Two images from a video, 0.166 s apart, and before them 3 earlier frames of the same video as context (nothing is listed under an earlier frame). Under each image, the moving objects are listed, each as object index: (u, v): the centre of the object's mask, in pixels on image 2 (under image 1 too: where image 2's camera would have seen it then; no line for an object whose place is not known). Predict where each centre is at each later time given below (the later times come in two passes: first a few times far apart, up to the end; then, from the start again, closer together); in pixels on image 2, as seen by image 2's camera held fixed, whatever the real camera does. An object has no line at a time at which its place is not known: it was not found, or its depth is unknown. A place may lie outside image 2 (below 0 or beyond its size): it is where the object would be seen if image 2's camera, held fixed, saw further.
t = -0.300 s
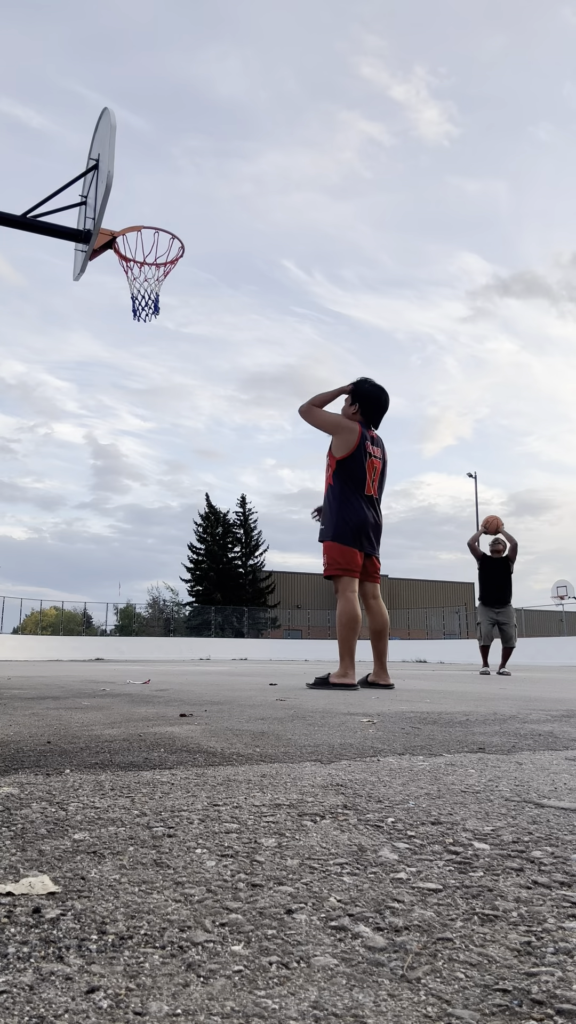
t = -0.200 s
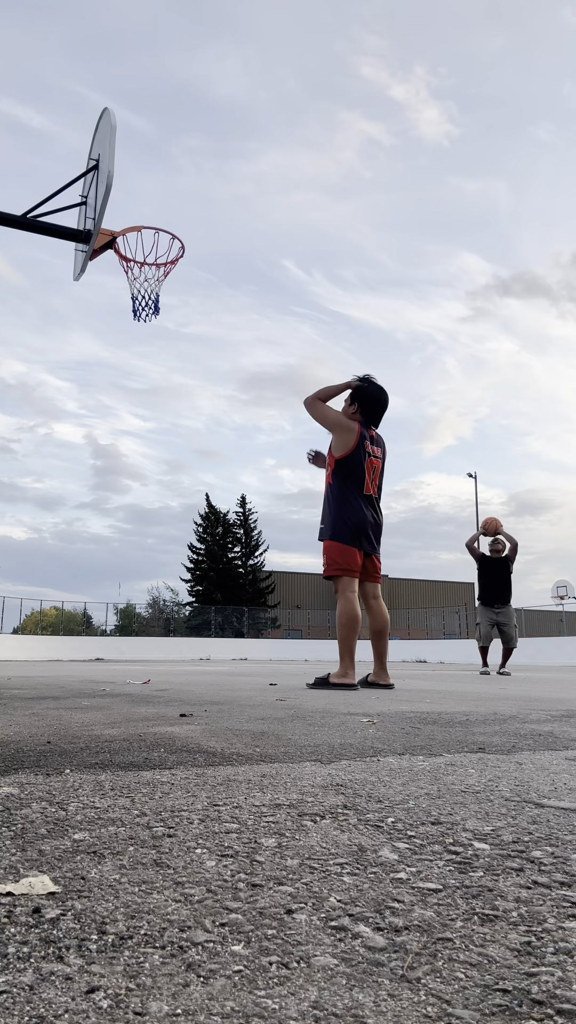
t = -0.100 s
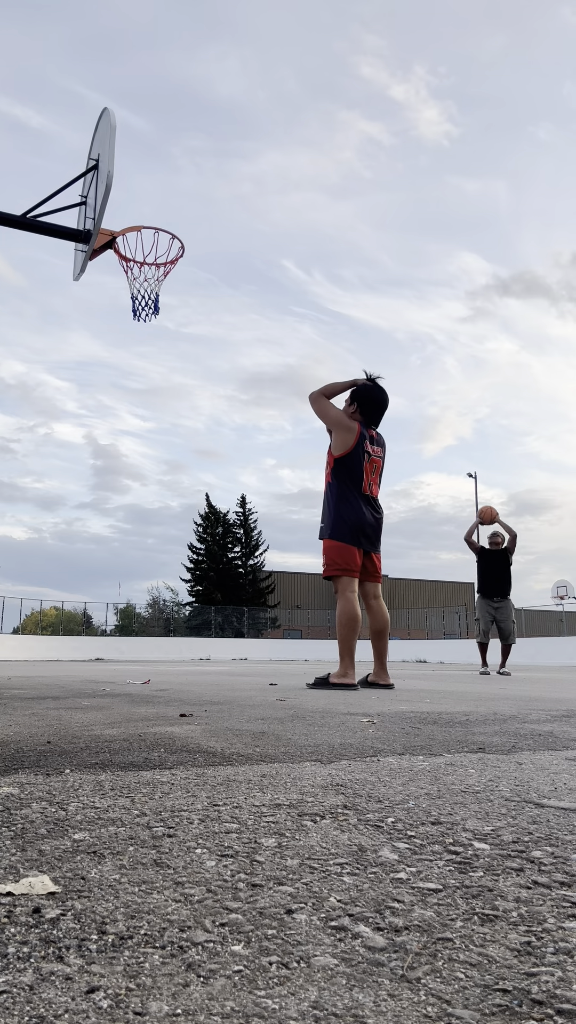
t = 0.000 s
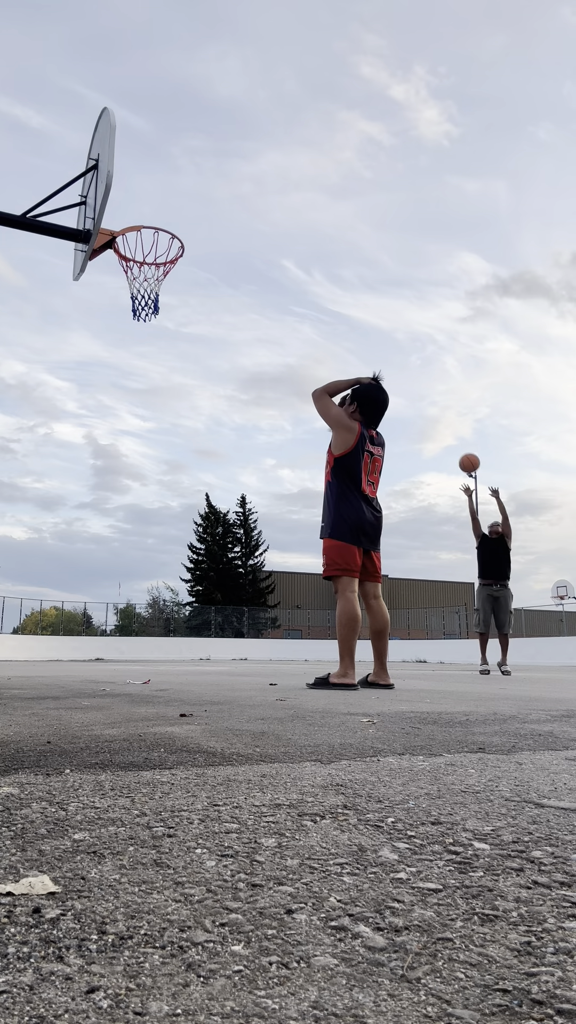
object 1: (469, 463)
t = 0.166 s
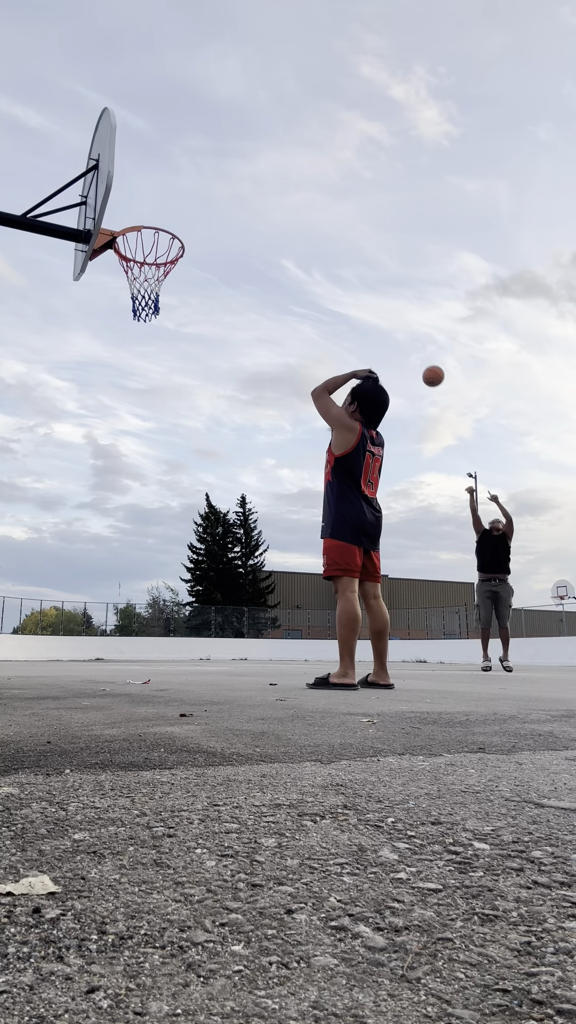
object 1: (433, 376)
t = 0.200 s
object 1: (426, 360)
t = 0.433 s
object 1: (369, 273)
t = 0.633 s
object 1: (314, 228)
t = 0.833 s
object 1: (247, 218)
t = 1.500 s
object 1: (121, 266)
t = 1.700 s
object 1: (104, 337)
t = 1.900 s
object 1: (86, 443)
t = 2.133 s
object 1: (63, 613)
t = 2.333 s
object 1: (49, 585)
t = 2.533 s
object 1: (37, 512)
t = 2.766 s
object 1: (22, 482)
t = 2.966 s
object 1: (8, 498)
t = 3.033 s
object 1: (5, 511)
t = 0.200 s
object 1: (426, 360)
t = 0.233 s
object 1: (418, 346)
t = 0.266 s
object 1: (410, 332)
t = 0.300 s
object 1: (402, 319)
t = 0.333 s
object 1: (394, 306)
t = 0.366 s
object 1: (386, 294)
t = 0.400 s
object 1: (378, 283)
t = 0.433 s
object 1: (369, 273)
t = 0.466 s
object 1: (361, 263)
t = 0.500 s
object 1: (352, 254)
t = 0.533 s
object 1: (342, 247)
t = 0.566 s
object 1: (333, 239)
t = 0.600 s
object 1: (324, 233)
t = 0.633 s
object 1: (314, 228)
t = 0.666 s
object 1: (304, 224)
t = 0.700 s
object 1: (293, 220)
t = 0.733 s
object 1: (282, 218)
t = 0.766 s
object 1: (271, 217)
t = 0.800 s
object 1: (260, 217)
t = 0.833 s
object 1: (247, 218)
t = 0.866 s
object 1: (235, 220)
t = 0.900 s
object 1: (222, 224)
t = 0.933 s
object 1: (209, 229)
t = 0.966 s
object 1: (195, 236)
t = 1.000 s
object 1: (180, 244)
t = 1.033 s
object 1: (165, 254)
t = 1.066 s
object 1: (159, 251)
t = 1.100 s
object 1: (156, 245)
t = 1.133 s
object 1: (153, 240)
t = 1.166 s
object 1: (151, 236)
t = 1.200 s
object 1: (148, 233)
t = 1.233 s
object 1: (145, 232)
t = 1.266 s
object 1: (143, 233)
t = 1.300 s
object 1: (139, 234)
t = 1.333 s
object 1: (137, 240)
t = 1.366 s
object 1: (134, 242)
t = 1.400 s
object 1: (131, 245)
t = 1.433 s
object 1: (127, 249)
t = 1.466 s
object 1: (123, 258)
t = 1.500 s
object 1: (121, 266)
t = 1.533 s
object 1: (118, 275)
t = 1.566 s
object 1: (115, 286)
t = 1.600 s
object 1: (112, 297)
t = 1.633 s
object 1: (110, 309)
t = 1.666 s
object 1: (107, 323)
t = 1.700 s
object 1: (104, 337)
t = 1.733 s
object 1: (101, 352)
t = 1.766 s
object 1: (98, 369)
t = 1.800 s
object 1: (95, 386)
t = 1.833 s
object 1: (92, 404)
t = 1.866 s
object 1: (89, 423)
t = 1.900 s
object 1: (86, 443)
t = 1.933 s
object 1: (83, 464)
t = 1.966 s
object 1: (80, 486)
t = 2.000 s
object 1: (76, 509)
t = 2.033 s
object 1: (73, 533)
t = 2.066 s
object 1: (70, 559)
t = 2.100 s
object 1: (66, 585)
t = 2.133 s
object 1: (63, 613)
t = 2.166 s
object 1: (59, 641)
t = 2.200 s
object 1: (56, 663)
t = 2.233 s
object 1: (54, 640)
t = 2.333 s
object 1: (49, 585)
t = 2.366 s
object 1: (47, 569)
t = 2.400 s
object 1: (45, 555)
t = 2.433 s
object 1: (44, 542)
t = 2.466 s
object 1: (42, 531)
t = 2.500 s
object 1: (39, 521)
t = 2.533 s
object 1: (37, 512)
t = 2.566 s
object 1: (35, 504)
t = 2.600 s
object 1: (33, 498)
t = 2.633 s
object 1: (31, 492)
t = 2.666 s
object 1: (29, 488)
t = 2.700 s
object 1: (26, 485)
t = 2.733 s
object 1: (24, 483)
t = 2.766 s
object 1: (22, 482)
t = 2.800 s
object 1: (19, 482)
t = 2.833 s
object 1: (16, 483)
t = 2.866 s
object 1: (14, 485)
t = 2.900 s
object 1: (11, 489)
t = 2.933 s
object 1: (9, 493)
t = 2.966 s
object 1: (8, 498)
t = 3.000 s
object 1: (6, 504)
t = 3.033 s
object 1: (5, 511)
